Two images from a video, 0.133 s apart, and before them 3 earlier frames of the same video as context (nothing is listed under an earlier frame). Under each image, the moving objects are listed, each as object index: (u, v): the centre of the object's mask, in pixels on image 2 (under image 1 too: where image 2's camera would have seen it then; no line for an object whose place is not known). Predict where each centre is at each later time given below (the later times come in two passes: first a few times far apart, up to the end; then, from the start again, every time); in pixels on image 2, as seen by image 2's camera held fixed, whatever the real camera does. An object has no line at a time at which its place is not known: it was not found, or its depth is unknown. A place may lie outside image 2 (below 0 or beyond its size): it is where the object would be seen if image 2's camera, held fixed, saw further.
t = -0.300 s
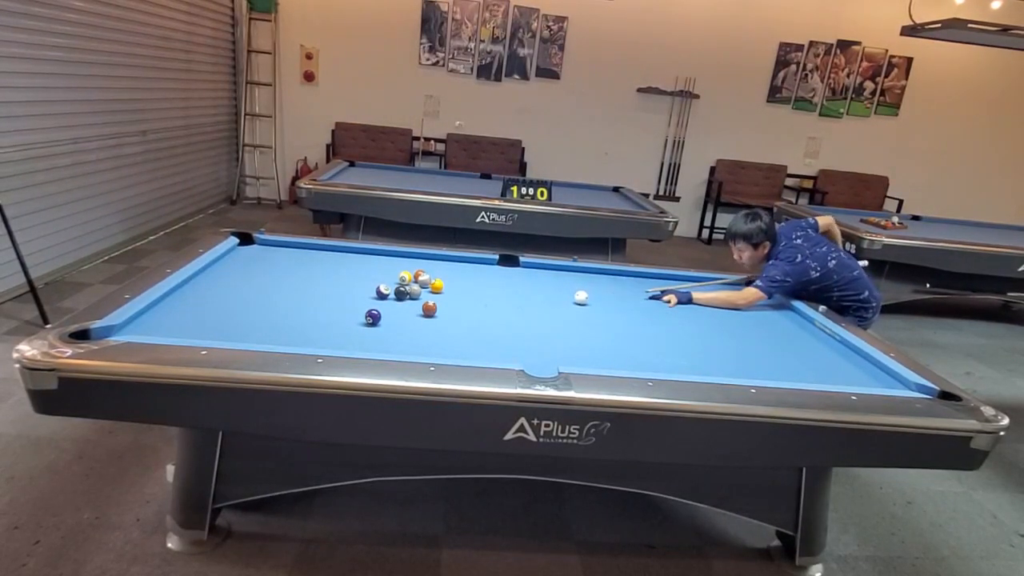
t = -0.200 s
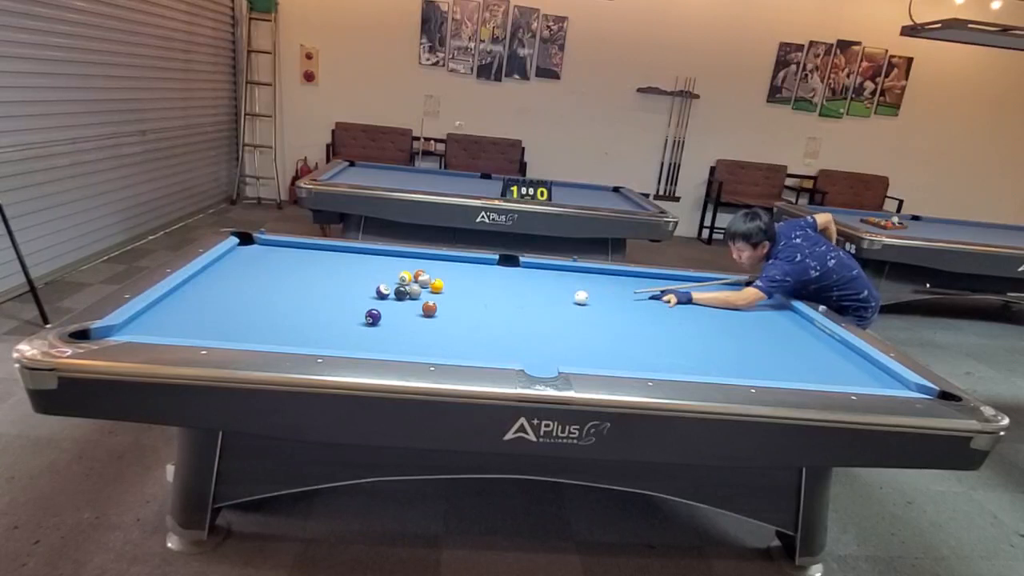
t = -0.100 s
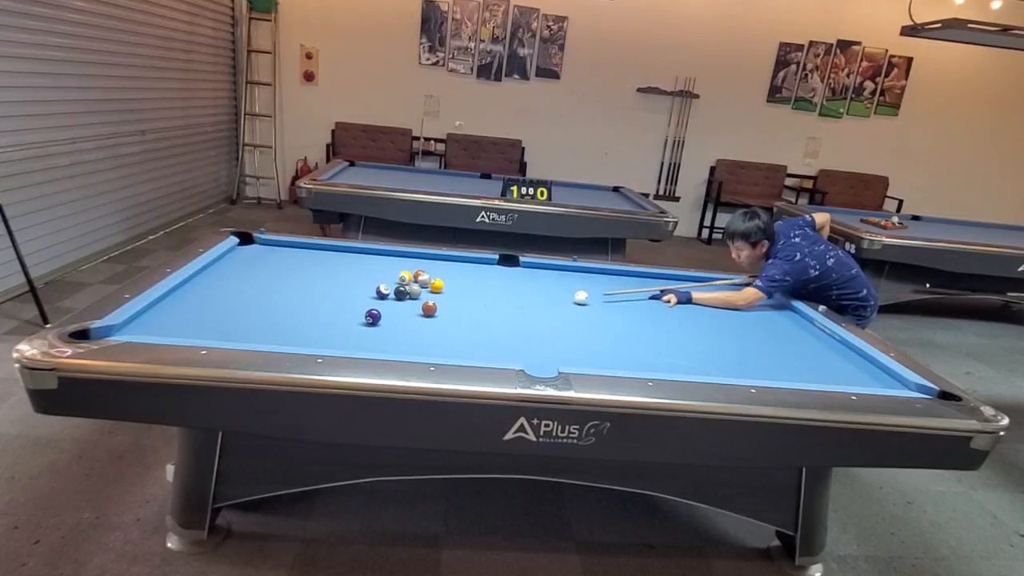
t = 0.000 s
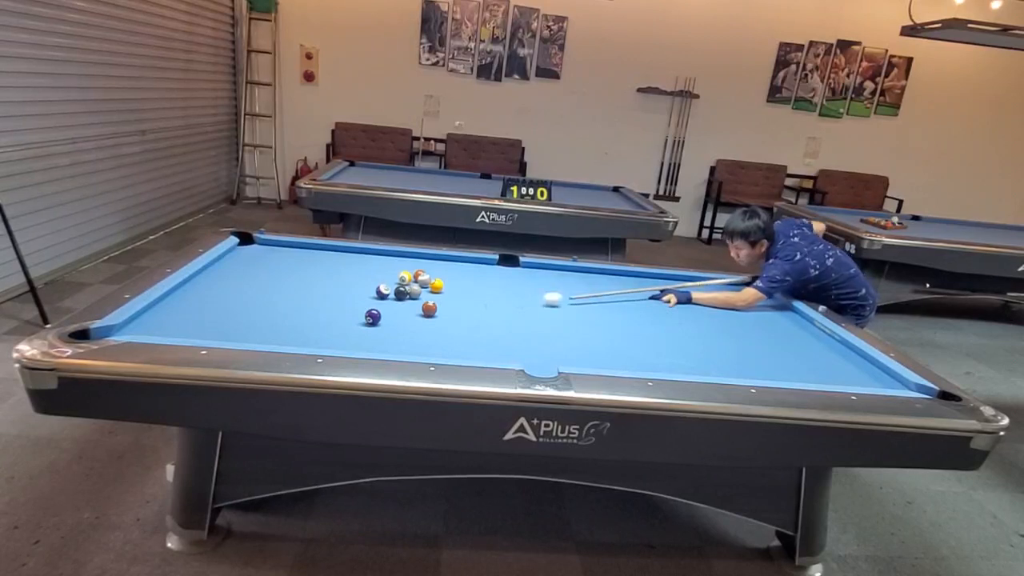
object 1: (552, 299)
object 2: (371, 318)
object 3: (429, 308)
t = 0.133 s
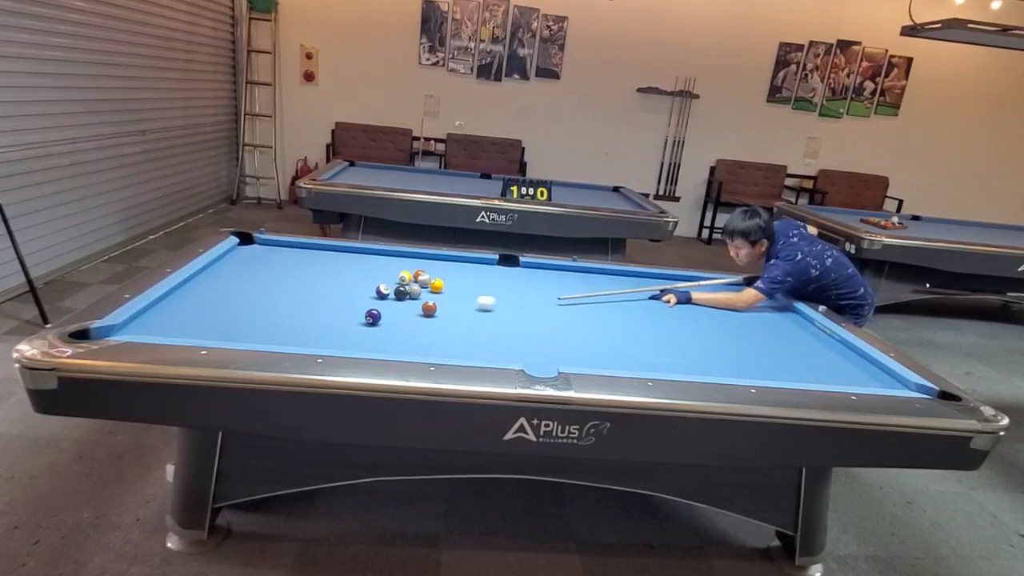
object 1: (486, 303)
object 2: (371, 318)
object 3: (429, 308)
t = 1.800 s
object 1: (206, 298)
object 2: (232, 337)
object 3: (396, 319)
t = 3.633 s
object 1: (353, 324)
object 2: (392, 341)
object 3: (406, 294)
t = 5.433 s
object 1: (437, 340)
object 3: (405, 294)
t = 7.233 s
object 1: (455, 345)
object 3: (406, 294)
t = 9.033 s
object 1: (455, 345)
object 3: (405, 294)
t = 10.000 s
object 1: (455, 344)
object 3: (405, 293)
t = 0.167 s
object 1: (468, 304)
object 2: (371, 318)
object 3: (429, 308)
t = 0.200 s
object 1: (451, 305)
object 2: (371, 318)
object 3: (429, 308)
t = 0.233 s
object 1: (438, 305)
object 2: (371, 318)
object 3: (424, 309)
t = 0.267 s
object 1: (433, 304)
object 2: (371, 318)
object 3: (410, 313)
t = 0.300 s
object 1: (428, 302)
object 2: (371, 318)
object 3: (397, 315)
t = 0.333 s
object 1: (422, 301)
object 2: (365, 317)
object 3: (389, 318)
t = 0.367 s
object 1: (415, 299)
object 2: (354, 317)
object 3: (389, 321)
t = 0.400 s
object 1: (407, 298)
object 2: (341, 318)
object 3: (388, 323)
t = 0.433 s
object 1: (401, 298)
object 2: (330, 317)
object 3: (388, 326)
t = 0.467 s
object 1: (394, 297)
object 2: (319, 318)
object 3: (387, 328)
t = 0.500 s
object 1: (387, 297)
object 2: (309, 317)
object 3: (386, 330)
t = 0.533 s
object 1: (380, 297)
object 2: (300, 317)
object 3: (385, 333)
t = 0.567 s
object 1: (373, 297)
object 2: (290, 318)
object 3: (385, 335)
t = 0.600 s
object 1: (367, 297)
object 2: (280, 318)
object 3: (384, 338)
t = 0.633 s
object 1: (360, 297)
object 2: (271, 318)
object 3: (383, 340)
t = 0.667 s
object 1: (353, 296)
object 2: (261, 318)
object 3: (383, 342)
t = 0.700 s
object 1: (346, 296)
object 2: (250, 317)
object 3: (382, 344)
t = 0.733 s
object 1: (339, 296)
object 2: (240, 318)
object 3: (382, 345)
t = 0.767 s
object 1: (331, 296)
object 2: (230, 318)
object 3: (381, 347)
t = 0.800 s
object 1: (325, 296)
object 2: (221, 319)
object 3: (380, 348)
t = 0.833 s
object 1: (318, 296)
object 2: (210, 318)
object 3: (381, 348)
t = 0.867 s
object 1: (310, 296)
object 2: (200, 319)
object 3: (381, 347)
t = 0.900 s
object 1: (304, 296)
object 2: (190, 318)
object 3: (382, 347)
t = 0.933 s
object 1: (297, 296)
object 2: (179, 319)
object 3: (382, 346)
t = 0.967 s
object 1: (289, 295)
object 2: (168, 319)
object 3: (383, 345)
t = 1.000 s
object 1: (282, 295)
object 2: (158, 319)
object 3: (384, 344)
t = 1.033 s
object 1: (275, 295)
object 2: (146, 319)
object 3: (384, 344)
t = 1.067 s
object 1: (268, 295)
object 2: (138, 320)
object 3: (385, 343)
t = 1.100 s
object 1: (261, 295)
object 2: (144, 321)
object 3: (385, 342)
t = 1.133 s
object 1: (254, 295)
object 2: (149, 322)
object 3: (386, 340)
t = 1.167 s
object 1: (246, 295)
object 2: (153, 323)
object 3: (386, 339)
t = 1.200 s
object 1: (239, 294)
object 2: (158, 324)
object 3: (387, 338)
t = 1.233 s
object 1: (232, 294)
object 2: (162, 325)
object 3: (388, 336)
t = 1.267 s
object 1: (225, 294)
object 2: (166, 325)
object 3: (388, 335)
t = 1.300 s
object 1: (218, 294)
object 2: (170, 327)
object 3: (388, 334)
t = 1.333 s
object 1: (210, 294)
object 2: (175, 328)
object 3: (389, 333)
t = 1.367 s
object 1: (203, 294)
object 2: (179, 329)
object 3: (389, 332)
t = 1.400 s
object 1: (196, 293)
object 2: (183, 329)
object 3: (390, 331)
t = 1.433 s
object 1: (189, 293)
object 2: (187, 330)
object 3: (391, 329)
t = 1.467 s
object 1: (181, 293)
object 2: (191, 331)
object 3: (391, 329)
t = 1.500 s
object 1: (176, 293)
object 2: (196, 331)
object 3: (391, 328)
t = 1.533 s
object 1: (181, 293)
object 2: (200, 332)
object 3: (392, 326)
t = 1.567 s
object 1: (183, 294)
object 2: (204, 332)
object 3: (392, 325)
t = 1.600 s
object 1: (187, 295)
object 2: (208, 333)
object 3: (393, 325)
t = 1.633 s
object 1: (190, 295)
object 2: (212, 334)
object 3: (393, 323)
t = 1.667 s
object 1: (194, 296)
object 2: (216, 334)
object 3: (394, 322)
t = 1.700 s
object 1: (196, 296)
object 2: (220, 335)
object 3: (394, 322)
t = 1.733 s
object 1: (200, 297)
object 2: (224, 336)
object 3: (395, 321)
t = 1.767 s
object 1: (203, 297)
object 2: (227, 336)
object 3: (395, 320)
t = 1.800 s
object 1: (206, 298)
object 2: (232, 337)
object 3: (396, 319)
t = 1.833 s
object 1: (209, 299)
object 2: (237, 338)
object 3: (396, 318)
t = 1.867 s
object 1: (212, 299)
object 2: (240, 338)
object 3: (396, 317)
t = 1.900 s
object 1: (216, 300)
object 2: (244, 338)
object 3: (397, 316)
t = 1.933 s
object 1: (218, 300)
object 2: (248, 339)
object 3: (397, 316)
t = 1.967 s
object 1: (221, 301)
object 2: (252, 338)
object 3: (397, 315)
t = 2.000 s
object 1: (225, 301)
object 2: (255, 338)
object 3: (398, 314)
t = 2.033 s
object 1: (228, 302)
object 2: (259, 339)
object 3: (398, 314)
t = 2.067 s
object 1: (231, 302)
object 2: (263, 339)
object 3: (399, 313)
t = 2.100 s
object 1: (234, 303)
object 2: (266, 339)
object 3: (399, 312)
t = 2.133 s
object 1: (237, 303)
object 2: (270, 339)
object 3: (400, 311)
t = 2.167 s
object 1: (240, 304)
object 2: (273, 339)
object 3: (400, 311)
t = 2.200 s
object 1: (243, 304)
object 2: (277, 339)
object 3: (400, 310)
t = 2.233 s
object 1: (246, 305)
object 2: (280, 339)
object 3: (400, 309)
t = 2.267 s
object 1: (249, 305)
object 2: (284, 339)
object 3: (401, 309)
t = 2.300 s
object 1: (252, 306)
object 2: (287, 339)
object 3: (401, 308)
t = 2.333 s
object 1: (255, 306)
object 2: (291, 339)
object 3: (401, 307)
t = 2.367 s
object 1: (258, 307)
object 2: (294, 339)
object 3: (402, 306)
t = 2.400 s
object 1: (261, 307)
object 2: (297, 339)
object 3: (402, 306)
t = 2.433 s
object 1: (263, 308)
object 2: (300, 340)
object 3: (402, 305)
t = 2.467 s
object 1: (266, 308)
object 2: (303, 340)
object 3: (403, 305)
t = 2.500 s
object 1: (269, 309)
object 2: (306, 340)
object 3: (403, 304)
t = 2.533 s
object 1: (272, 310)
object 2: (310, 340)
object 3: (403, 304)
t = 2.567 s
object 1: (274, 310)
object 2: (312, 340)
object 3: (403, 303)
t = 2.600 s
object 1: (277, 311)
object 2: (315, 340)
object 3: (404, 303)
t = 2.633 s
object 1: (280, 311)
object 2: (318, 340)
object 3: (404, 302)
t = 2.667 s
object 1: (283, 311)
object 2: (321, 340)
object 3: (405, 302)
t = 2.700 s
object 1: (285, 312)
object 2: (324, 340)
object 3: (405, 301)
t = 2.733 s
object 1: (289, 312)
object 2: (327, 340)
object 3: (405, 300)
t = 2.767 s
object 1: (291, 313)
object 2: (329, 340)
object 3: (405, 300)
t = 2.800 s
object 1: (293, 313)
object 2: (333, 340)
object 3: (406, 299)
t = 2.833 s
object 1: (296, 314)
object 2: (335, 340)
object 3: (406, 299)
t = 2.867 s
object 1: (299, 314)
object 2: (338, 341)
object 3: (406, 298)
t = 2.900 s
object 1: (301, 315)
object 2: (341, 341)
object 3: (407, 298)
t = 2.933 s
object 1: (304, 315)
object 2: (344, 341)
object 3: (406, 298)
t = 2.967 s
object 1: (306, 316)
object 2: (346, 341)
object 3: (407, 297)
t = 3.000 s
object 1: (309, 316)
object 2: (349, 341)
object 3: (407, 297)
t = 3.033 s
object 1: (311, 317)
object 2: (351, 341)
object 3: (408, 296)
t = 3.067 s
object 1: (314, 317)
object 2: (354, 341)
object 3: (408, 295)
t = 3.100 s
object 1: (316, 317)
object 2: (356, 341)
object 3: (408, 295)
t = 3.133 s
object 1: (319, 318)
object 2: (359, 341)
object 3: (408, 295)
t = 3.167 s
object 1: (321, 318)
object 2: (361, 341)
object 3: (408, 295)
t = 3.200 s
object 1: (324, 319)
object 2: (363, 341)
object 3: (407, 295)
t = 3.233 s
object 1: (326, 319)
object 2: (365, 341)
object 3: (407, 295)
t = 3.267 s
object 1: (328, 319)
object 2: (368, 341)
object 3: (407, 295)
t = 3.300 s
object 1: (331, 320)
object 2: (370, 341)
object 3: (407, 295)
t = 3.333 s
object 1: (333, 320)
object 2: (372, 341)
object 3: (407, 295)
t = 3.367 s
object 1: (335, 321)
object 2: (374, 342)
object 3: (407, 294)
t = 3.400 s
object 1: (338, 321)
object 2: (376, 341)
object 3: (407, 294)
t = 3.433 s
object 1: (340, 322)
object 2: (379, 341)
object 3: (406, 295)
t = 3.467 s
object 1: (342, 322)
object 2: (381, 341)
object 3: (406, 294)
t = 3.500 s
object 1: (345, 322)
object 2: (383, 341)
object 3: (406, 294)
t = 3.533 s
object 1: (347, 323)
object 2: (385, 340)
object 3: (406, 294)
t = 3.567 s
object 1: (349, 323)
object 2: (387, 341)
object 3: (406, 294)
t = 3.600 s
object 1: (351, 323)
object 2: (390, 341)
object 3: (406, 294)
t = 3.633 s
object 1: (353, 324)
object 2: (392, 341)
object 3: (406, 294)
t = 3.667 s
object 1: (355, 324)
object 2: (394, 341)
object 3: (406, 294)
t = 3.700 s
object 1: (358, 324)
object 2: (396, 341)
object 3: (406, 294)
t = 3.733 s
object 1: (360, 325)
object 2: (398, 341)
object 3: (406, 294)
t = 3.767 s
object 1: (362, 325)
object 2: (400, 341)
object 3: (406, 294)
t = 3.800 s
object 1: (364, 325)
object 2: (402, 341)
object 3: (406, 294)
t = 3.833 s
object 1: (366, 326)
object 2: (403, 341)
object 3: (406, 294)
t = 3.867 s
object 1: (368, 326)
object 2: (405, 341)
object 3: (406, 294)
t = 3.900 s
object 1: (370, 327)
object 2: (407, 341)
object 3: (406, 294)
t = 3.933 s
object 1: (372, 327)
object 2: (408, 341)
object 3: (406, 294)
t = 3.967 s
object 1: (374, 327)
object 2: (410, 340)
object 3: (405, 294)
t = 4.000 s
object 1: (376, 328)
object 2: (412, 340)
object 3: (406, 294)
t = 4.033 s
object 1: (378, 328)
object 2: (413, 340)
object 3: (406, 294)
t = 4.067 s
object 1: (379, 329)
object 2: (415, 340)
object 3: (406, 294)
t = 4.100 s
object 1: (381, 329)
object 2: (417, 340)
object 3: (406, 294)
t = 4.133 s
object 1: (383, 329)
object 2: (418, 340)
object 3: (406, 294)
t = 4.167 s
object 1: (385, 330)
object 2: (420, 340)
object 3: (406, 294)
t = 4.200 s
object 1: (386, 330)
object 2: (421, 340)
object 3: (405, 294)
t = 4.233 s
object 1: (389, 330)
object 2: (423, 340)
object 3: (405, 294)
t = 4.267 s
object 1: (390, 330)
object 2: (424, 340)
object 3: (405, 294)
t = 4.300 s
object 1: (392, 331)
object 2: (425, 340)
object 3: (406, 294)
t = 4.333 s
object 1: (394, 331)
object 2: (427, 340)
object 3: (406, 294)
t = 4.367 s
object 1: (395, 332)
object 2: (428, 340)
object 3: (406, 294)
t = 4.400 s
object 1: (397, 332)
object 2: (429, 340)
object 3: (406, 294)
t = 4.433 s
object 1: (399, 332)
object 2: (431, 340)
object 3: (406, 294)
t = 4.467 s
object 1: (401, 333)
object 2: (432, 340)
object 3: (405, 294)
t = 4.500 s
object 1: (402, 333)
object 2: (433, 340)
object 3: (405, 294)
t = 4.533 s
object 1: (404, 333)
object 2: (434, 340)
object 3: (406, 294)
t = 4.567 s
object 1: (405, 334)
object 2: (435, 340)
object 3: (406, 294)
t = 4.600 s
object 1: (407, 334)
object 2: (437, 340)
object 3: (406, 294)
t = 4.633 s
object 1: (408, 334)
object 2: (438, 340)
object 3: (406, 294)
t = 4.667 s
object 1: (410, 334)
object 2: (439, 340)
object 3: (406, 294)
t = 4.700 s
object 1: (411, 335)
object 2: (440, 340)
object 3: (406, 294)
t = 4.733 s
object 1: (413, 335)
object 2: (441, 340)
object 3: (406, 294)
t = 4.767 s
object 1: (414, 336)
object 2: (442, 340)
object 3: (406, 294)
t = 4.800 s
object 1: (415, 335)
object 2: (443, 340)
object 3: (405, 294)
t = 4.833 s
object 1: (417, 336)
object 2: (444, 340)
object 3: (405, 294)
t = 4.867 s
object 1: (418, 336)
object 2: (445, 340)
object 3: (405, 294)
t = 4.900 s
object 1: (420, 336)
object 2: (446, 339)
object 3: (405, 294)
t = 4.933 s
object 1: (421, 336)
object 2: (447, 339)
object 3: (405, 294)
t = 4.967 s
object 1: (422, 337)
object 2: (448, 339)
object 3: (405, 294)
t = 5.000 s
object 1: (424, 337)
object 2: (448, 340)
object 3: (405, 294)
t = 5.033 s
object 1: (425, 337)
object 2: (449, 340)
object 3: (406, 294)
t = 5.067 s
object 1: (426, 338)
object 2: (450, 340)
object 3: (405, 294)
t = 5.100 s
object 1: (427, 338)
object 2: (451, 339)
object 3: (405, 294)
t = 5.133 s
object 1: (428, 338)
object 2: (451, 339)
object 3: (405, 294)
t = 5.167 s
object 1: (429, 339)
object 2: (452, 339)
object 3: (405, 294)
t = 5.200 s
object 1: (430, 339)
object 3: (405, 294)
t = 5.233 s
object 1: (431, 339)
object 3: (406, 294)
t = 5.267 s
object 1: (432, 339)
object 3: (405, 294)
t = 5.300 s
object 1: (433, 340)
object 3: (405, 294)
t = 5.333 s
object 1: (434, 340)
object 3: (405, 294)
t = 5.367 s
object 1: (435, 340)
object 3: (405, 294)
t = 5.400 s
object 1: (436, 340)
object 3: (405, 294)
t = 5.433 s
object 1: (437, 340)
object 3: (405, 294)
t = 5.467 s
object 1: (438, 341)
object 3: (405, 294)
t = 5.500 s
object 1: (439, 341)
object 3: (405, 294)
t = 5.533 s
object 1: (439, 341)
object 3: (405, 294)
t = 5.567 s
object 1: (440, 341)
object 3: (405, 294)
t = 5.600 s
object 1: (441, 342)
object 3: (405, 294)
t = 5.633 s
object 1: (442, 342)
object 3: (405, 294)
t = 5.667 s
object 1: (443, 342)
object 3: (405, 294)
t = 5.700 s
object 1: (443, 342)
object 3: (405, 294)
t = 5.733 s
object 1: (444, 342)
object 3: (405, 294)
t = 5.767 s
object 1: (445, 343)
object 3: (405, 294)
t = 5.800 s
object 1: (445, 343)
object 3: (405, 294)
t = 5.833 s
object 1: (446, 343)
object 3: (405, 294)
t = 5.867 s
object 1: (447, 343)
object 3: (405, 294)
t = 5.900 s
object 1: (448, 343)
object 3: (405, 294)
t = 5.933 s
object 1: (448, 343)
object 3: (405, 294)
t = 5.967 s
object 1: (449, 343)
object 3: (405, 294)
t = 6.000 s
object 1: (449, 343)
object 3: (405, 294)
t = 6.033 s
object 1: (450, 344)
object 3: (405, 294)
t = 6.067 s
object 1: (450, 344)
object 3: (405, 294)
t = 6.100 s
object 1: (451, 344)
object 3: (405, 294)
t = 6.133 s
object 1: (451, 344)
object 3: (405, 294)
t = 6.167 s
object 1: (452, 344)
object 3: (405, 294)
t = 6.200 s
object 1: (452, 344)
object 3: (405, 294)
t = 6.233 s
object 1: (453, 344)
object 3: (405, 294)
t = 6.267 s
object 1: (453, 344)
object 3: (405, 294)
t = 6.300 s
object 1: (453, 344)
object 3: (405, 294)
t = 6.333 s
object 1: (453, 344)
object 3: (405, 294)
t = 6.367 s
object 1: (454, 344)
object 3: (405, 294)
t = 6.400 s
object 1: (454, 344)
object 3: (405, 294)
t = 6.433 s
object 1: (454, 345)
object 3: (405, 294)
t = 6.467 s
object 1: (454, 345)
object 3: (405, 294)
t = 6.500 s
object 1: (454, 345)
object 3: (405, 294)
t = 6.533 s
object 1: (455, 345)
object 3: (405, 294)
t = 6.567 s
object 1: (455, 345)
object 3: (405, 294)
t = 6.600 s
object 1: (455, 345)
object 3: (405, 294)
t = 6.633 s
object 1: (455, 345)
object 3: (405, 294)
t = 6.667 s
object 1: (455, 345)
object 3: (405, 294)
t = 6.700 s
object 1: (455, 345)
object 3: (405, 294)
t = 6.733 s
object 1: (455, 345)
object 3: (406, 294)
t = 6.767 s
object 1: (455, 345)
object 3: (405, 294)
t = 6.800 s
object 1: (456, 345)
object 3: (405, 294)
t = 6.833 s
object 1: (456, 345)
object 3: (405, 294)
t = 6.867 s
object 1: (456, 345)
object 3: (405, 294)
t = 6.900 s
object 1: (456, 345)
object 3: (405, 294)
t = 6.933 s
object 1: (456, 345)
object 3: (405, 294)
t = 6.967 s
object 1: (456, 345)
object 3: (405, 294)
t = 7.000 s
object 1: (456, 345)
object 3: (406, 294)
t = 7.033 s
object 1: (456, 345)
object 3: (406, 294)
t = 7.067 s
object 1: (455, 345)
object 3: (406, 294)
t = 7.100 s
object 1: (455, 345)
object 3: (405, 294)
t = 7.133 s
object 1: (455, 345)
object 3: (405, 294)
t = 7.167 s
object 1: (455, 345)
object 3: (405, 294)
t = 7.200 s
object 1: (455, 345)
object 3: (405, 294)
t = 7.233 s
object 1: (455, 345)
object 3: (406, 294)
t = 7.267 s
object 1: (455, 345)
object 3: (405, 294)
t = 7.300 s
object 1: (455, 345)
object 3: (405, 294)
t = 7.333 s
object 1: (455, 345)
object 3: (405, 294)
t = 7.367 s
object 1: (455, 345)
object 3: (405, 294)
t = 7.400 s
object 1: (455, 345)
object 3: (405, 294)
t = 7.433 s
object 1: (455, 345)
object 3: (405, 294)
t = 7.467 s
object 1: (455, 345)
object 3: (405, 294)
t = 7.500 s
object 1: (455, 345)
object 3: (405, 294)
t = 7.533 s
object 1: (455, 345)
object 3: (405, 294)
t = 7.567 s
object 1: (455, 345)
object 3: (405, 294)
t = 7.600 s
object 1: (455, 345)
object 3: (405, 294)
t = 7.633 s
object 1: (455, 345)
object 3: (406, 294)
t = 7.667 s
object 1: (455, 345)
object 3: (405, 294)
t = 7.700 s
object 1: (455, 345)
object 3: (405, 294)
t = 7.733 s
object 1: (455, 345)
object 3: (405, 294)
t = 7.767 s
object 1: (455, 345)
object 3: (405, 294)
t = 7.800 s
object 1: (455, 345)
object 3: (405, 294)
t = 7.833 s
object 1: (455, 345)
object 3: (405, 294)
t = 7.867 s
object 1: (455, 345)
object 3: (405, 294)
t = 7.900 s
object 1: (455, 345)
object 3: (405, 294)
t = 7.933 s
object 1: (455, 345)
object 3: (405, 294)
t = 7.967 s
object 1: (455, 345)
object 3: (405, 294)
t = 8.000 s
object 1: (455, 345)
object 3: (405, 294)
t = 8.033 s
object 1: (455, 345)
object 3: (405, 294)
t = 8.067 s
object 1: (455, 345)
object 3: (405, 294)
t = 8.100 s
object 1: (455, 345)
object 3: (405, 294)
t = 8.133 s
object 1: (455, 345)
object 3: (405, 294)
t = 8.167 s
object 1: (455, 345)
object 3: (405, 294)
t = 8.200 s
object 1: (455, 345)
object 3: (405, 294)
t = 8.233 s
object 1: (455, 345)
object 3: (405, 294)
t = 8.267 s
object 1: (455, 345)
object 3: (405, 294)
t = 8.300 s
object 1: (455, 345)
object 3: (405, 294)
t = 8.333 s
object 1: (455, 345)
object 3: (405, 294)
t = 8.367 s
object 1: (455, 345)
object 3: (405, 294)
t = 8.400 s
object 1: (455, 345)
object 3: (405, 294)
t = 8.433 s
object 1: (455, 345)
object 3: (405, 294)
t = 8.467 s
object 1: (455, 345)
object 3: (405, 294)
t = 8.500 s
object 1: (455, 345)
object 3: (405, 294)
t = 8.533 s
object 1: (455, 345)
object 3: (406, 294)
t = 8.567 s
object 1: (455, 345)
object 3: (406, 294)
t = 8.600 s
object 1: (455, 345)
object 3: (405, 294)
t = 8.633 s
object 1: (455, 345)
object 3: (405, 294)
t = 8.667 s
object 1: (455, 345)
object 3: (405, 294)
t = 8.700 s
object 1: (455, 345)
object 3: (405, 294)
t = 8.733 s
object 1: (455, 345)
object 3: (405, 294)
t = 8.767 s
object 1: (455, 345)
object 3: (405, 294)
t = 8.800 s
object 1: (455, 345)
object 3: (405, 294)
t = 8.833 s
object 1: (455, 345)
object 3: (405, 294)
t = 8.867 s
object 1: (455, 345)
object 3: (405, 294)
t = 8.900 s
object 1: (455, 345)
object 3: (405, 294)
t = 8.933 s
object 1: (455, 345)
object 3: (405, 293)
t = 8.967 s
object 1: (455, 345)
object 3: (405, 294)
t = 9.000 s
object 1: (455, 345)
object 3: (405, 294)
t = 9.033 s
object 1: (455, 345)
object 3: (405, 294)
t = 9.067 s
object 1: (455, 345)
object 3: (405, 294)
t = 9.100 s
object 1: (455, 345)
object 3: (405, 294)
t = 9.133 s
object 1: (455, 345)
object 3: (405, 294)
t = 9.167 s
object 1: (455, 345)
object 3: (405, 294)
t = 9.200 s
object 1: (455, 345)
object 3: (405, 294)
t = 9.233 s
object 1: (455, 345)
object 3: (405, 294)
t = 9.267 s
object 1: (455, 345)
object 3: (405, 294)
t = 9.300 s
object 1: (455, 345)
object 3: (405, 294)
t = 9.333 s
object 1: (455, 345)
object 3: (405, 294)
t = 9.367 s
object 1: (455, 345)
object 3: (405, 294)
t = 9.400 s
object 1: (455, 345)
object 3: (405, 294)
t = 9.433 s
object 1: (455, 345)
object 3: (405, 294)
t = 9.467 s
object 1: (455, 345)
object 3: (405, 294)
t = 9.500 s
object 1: (455, 345)
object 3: (405, 294)
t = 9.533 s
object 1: (455, 345)
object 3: (405, 294)
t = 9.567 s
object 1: (455, 345)
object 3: (405, 294)
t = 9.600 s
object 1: (455, 345)
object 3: (405, 294)
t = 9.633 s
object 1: (455, 344)
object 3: (405, 294)
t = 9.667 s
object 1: (455, 344)
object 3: (405, 293)
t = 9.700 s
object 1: (455, 344)
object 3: (405, 293)
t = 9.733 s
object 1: (455, 345)
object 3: (405, 293)
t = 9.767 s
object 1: (455, 344)
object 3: (405, 294)
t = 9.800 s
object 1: (455, 344)
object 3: (405, 294)
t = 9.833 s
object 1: (455, 344)
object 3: (405, 294)
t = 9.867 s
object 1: (456, 344)
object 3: (406, 294)
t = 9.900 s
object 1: (456, 344)
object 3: (406, 294)
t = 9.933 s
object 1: (455, 344)
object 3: (405, 293)
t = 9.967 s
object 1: (455, 344)
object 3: (405, 293)
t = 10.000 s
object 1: (455, 344)
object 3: (405, 293)
